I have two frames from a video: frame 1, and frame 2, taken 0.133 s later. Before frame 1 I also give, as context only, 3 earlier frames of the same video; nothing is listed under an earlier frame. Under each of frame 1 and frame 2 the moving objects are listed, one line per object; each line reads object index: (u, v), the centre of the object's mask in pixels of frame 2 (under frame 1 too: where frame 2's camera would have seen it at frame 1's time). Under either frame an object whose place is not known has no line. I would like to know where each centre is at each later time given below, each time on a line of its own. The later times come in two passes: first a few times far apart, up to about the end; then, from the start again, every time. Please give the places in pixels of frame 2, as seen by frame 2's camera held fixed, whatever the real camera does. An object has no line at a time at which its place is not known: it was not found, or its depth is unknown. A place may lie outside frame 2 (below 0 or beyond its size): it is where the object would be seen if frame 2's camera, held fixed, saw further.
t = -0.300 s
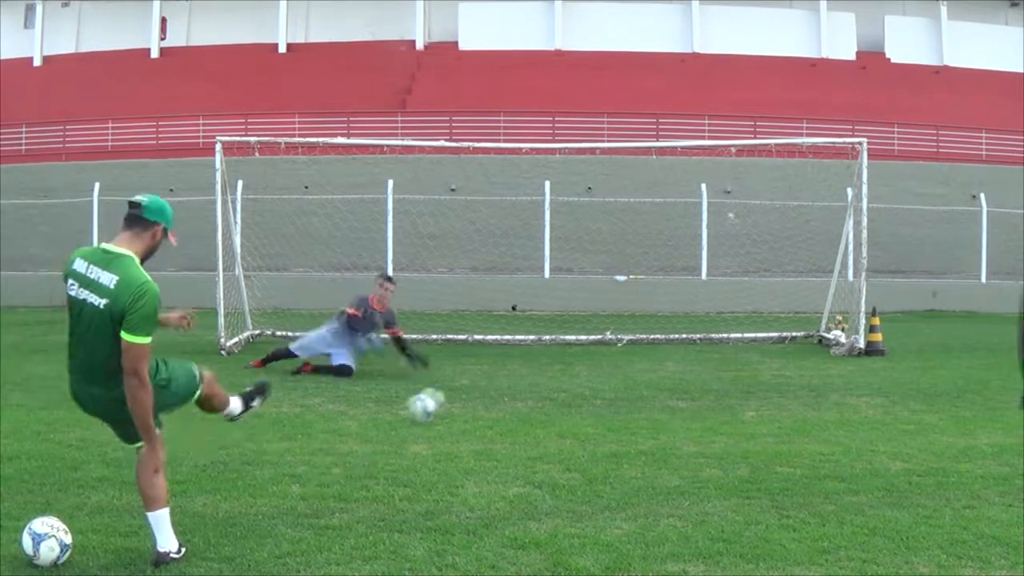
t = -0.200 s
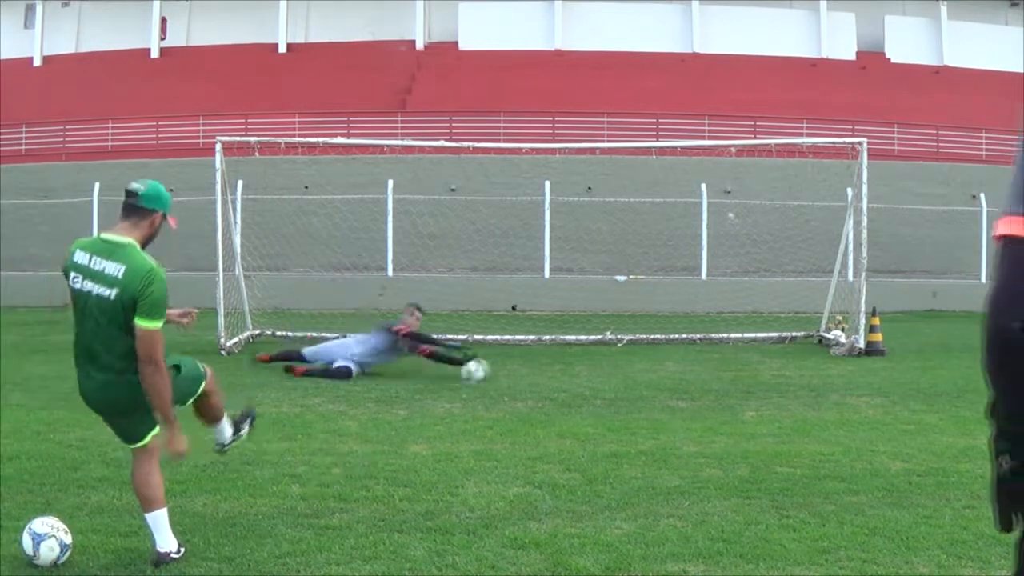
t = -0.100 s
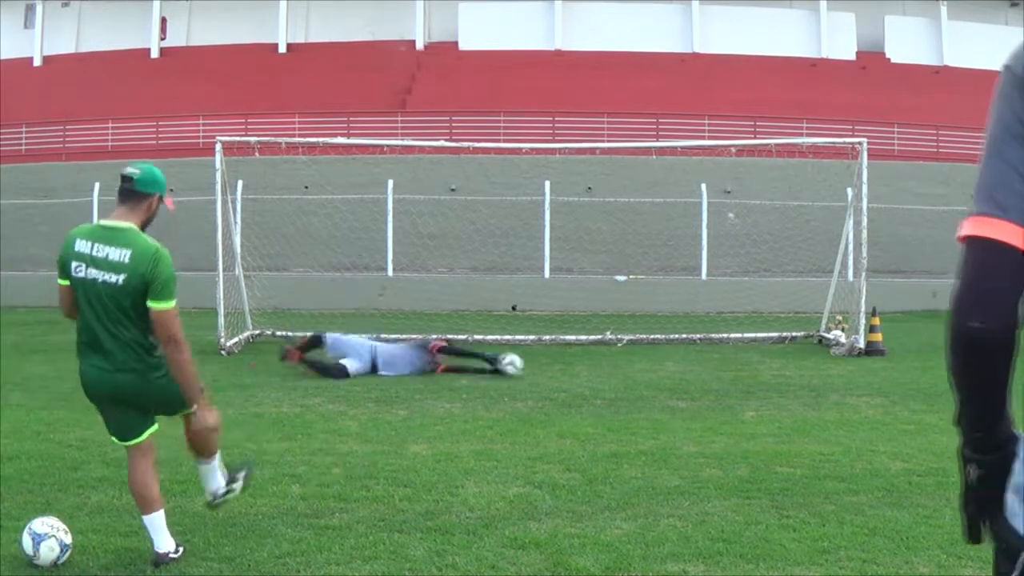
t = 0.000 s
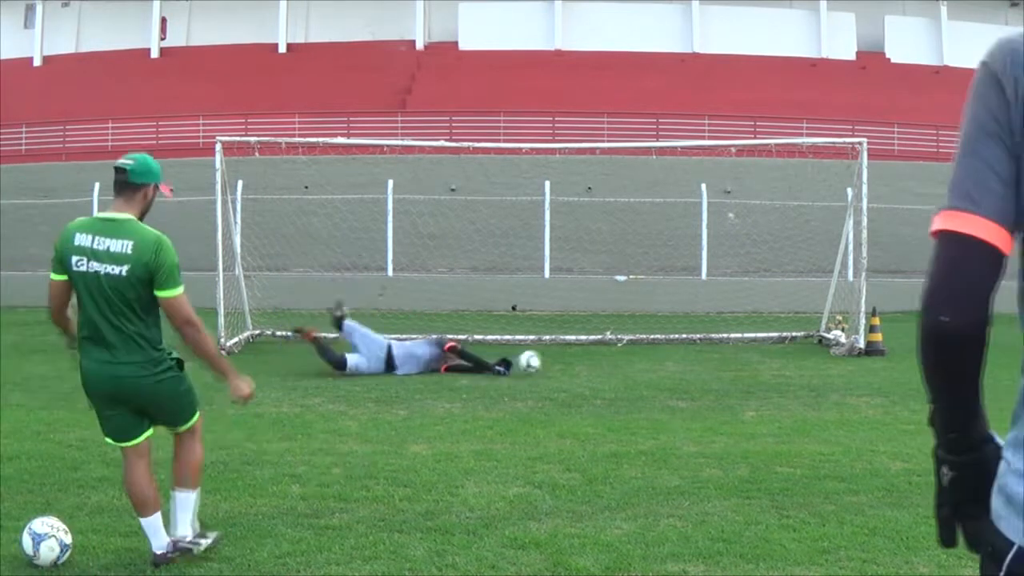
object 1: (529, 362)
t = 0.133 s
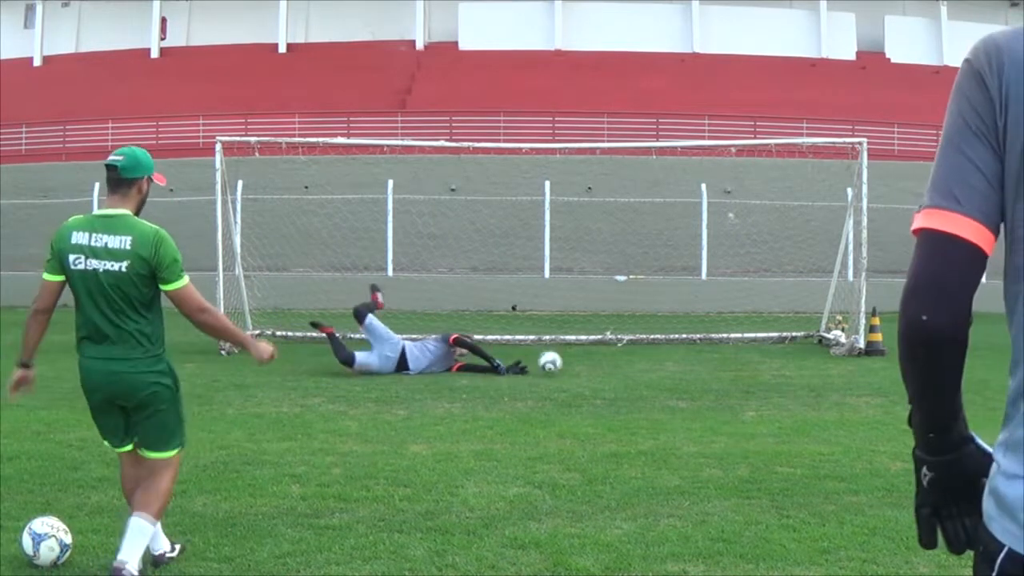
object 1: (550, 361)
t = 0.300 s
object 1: (574, 361)
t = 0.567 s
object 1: (608, 361)
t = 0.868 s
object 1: (641, 359)
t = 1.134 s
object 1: (666, 357)
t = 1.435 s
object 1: (688, 355)
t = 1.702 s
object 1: (703, 352)
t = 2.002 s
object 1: (714, 350)
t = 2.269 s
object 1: (720, 348)
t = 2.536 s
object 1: (723, 348)
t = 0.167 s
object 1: (555, 364)
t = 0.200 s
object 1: (560, 364)
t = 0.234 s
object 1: (564, 362)
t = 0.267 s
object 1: (568, 361)
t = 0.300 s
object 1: (574, 361)
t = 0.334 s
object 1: (578, 362)
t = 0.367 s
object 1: (583, 363)
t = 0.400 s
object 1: (587, 363)
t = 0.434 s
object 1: (591, 362)
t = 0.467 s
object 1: (595, 361)
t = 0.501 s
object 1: (599, 361)
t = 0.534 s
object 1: (604, 361)
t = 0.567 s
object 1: (608, 361)
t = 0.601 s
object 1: (611, 361)
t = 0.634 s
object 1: (615, 361)
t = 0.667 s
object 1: (619, 360)
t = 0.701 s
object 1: (623, 360)
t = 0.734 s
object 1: (627, 360)
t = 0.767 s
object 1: (630, 359)
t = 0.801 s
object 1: (634, 359)
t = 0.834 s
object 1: (637, 359)
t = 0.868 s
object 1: (641, 359)
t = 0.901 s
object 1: (645, 358)
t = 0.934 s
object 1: (648, 358)
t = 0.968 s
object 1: (651, 358)
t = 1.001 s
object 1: (654, 357)
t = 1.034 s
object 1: (657, 357)
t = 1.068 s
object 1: (660, 357)
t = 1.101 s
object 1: (663, 357)
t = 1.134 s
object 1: (666, 357)
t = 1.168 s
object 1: (668, 357)
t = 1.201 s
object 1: (671, 356)
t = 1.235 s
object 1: (673, 356)
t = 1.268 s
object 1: (676, 355)
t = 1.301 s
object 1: (678, 356)
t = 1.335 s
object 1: (681, 355)
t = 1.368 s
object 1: (683, 355)
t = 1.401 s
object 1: (686, 355)
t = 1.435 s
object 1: (688, 355)
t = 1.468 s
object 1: (689, 354)
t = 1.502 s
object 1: (692, 353)
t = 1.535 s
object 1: (695, 353)
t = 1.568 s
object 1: (696, 353)
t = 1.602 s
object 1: (698, 353)
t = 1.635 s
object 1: (700, 353)
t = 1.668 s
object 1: (701, 352)
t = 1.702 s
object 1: (703, 352)
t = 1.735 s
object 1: (704, 352)
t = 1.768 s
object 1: (706, 352)
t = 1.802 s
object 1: (707, 352)
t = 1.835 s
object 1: (708, 351)
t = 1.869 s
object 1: (710, 351)
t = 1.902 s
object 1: (711, 351)
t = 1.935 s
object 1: (712, 350)
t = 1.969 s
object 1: (713, 350)
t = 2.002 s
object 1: (714, 350)
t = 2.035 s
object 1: (715, 350)
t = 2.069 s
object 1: (716, 349)
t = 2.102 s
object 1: (717, 349)
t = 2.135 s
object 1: (718, 349)
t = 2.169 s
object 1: (719, 349)
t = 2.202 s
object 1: (719, 348)
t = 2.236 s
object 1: (720, 348)
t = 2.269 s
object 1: (720, 348)
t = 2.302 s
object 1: (721, 348)
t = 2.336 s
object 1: (721, 348)
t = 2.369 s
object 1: (722, 348)
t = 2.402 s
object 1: (721, 348)
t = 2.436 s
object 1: (722, 348)
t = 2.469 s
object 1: (722, 348)
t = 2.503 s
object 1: (723, 348)
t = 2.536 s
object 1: (723, 348)
